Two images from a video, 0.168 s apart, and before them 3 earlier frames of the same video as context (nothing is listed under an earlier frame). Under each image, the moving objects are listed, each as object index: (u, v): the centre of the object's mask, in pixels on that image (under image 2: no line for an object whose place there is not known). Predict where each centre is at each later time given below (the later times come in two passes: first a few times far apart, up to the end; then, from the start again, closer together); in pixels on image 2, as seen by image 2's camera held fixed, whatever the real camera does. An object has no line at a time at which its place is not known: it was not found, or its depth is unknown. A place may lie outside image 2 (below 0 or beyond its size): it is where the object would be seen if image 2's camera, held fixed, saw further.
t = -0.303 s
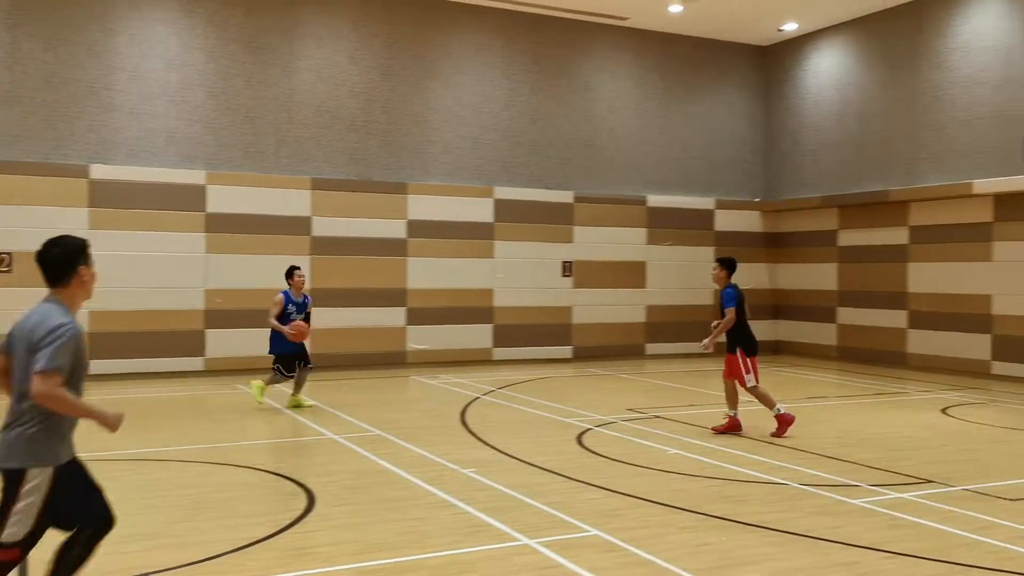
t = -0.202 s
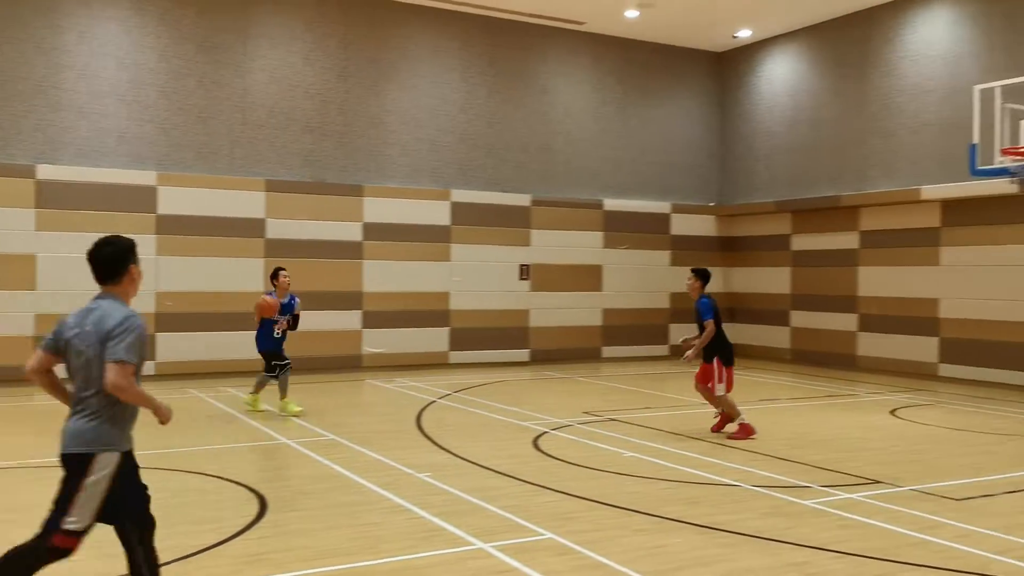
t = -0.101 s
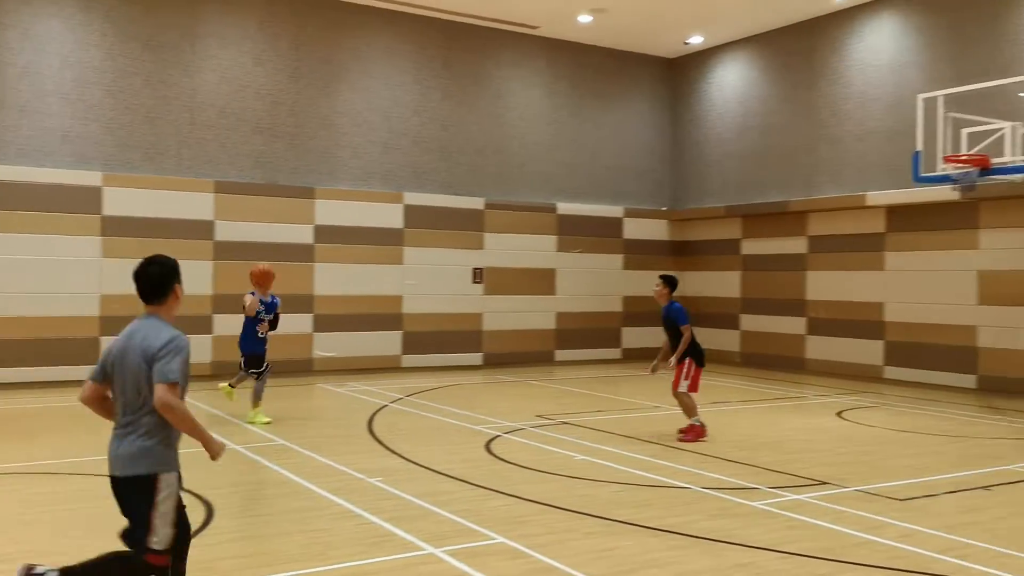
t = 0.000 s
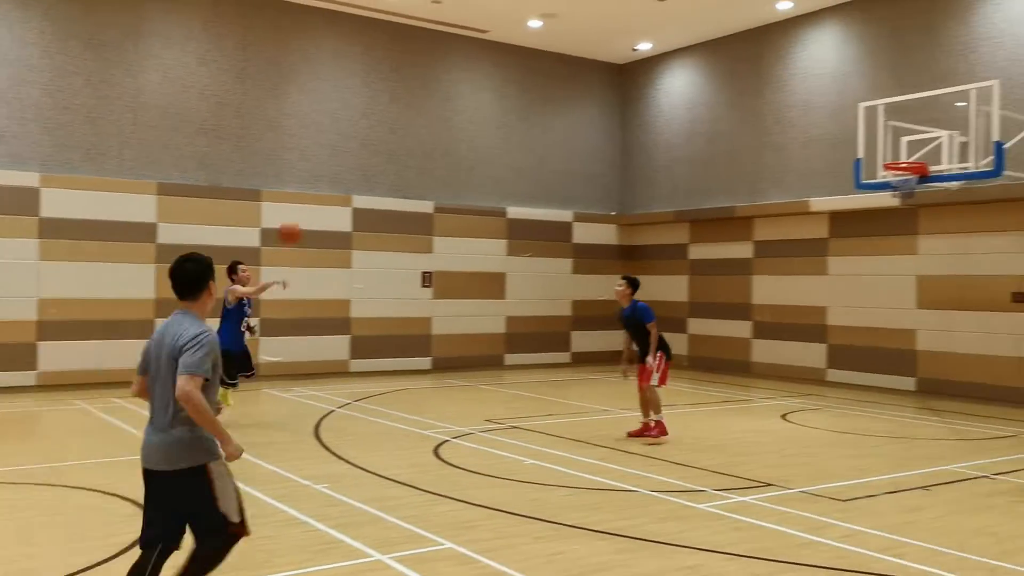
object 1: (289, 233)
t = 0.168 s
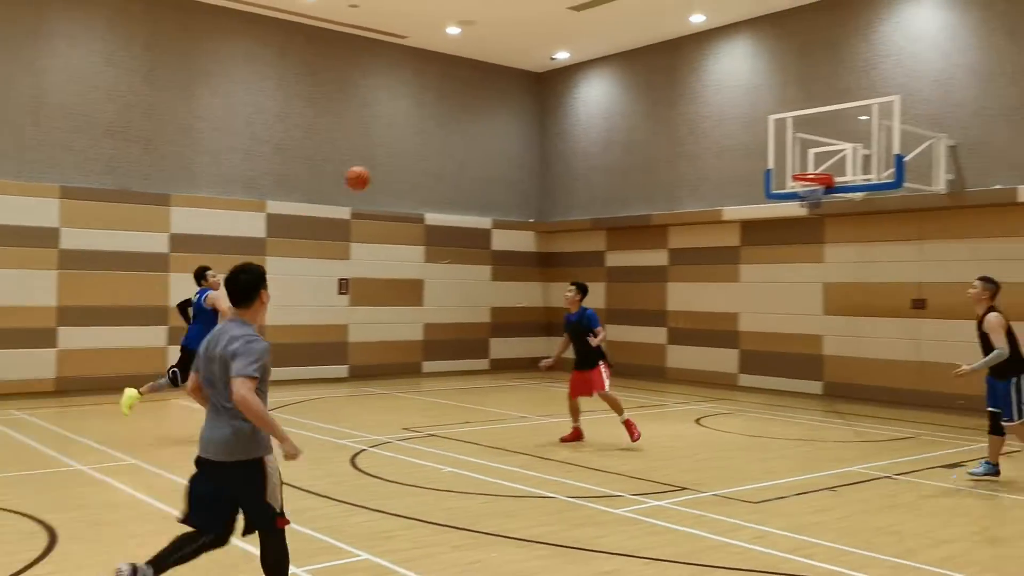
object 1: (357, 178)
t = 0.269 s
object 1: (451, 153)
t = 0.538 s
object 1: (700, 130)
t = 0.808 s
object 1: (959, 173)
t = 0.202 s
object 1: (389, 169)
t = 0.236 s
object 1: (420, 161)
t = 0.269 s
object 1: (451, 153)
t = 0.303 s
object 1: (482, 147)
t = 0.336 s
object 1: (512, 142)
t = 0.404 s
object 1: (574, 135)
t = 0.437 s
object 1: (605, 133)
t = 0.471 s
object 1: (637, 131)
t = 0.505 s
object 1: (669, 130)
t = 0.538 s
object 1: (700, 130)
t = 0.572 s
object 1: (731, 132)
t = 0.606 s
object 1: (761, 135)
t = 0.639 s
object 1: (794, 138)
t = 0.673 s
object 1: (827, 143)
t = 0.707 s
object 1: (860, 149)
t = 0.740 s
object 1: (892, 157)
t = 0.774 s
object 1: (925, 164)
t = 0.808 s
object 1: (959, 173)
